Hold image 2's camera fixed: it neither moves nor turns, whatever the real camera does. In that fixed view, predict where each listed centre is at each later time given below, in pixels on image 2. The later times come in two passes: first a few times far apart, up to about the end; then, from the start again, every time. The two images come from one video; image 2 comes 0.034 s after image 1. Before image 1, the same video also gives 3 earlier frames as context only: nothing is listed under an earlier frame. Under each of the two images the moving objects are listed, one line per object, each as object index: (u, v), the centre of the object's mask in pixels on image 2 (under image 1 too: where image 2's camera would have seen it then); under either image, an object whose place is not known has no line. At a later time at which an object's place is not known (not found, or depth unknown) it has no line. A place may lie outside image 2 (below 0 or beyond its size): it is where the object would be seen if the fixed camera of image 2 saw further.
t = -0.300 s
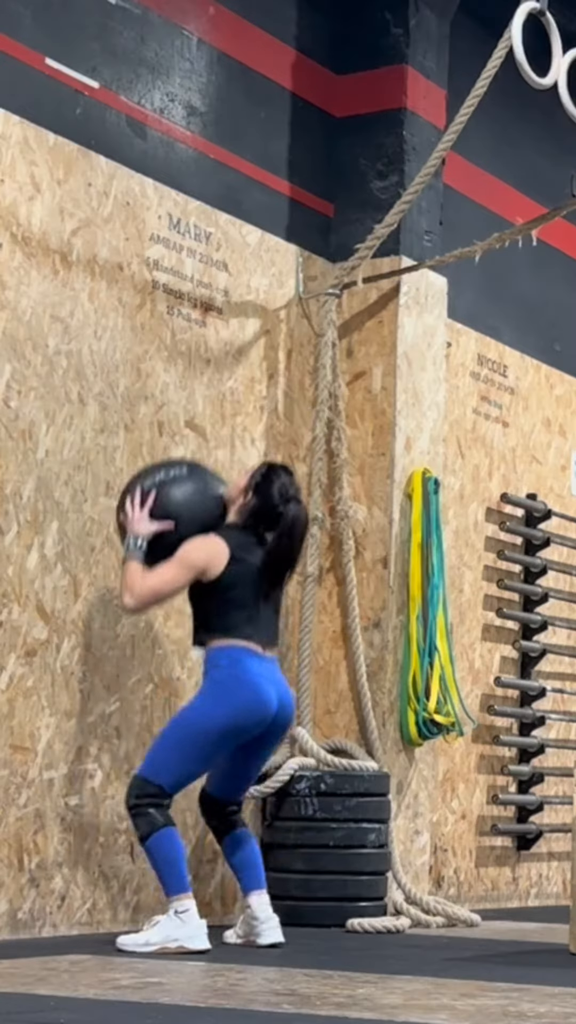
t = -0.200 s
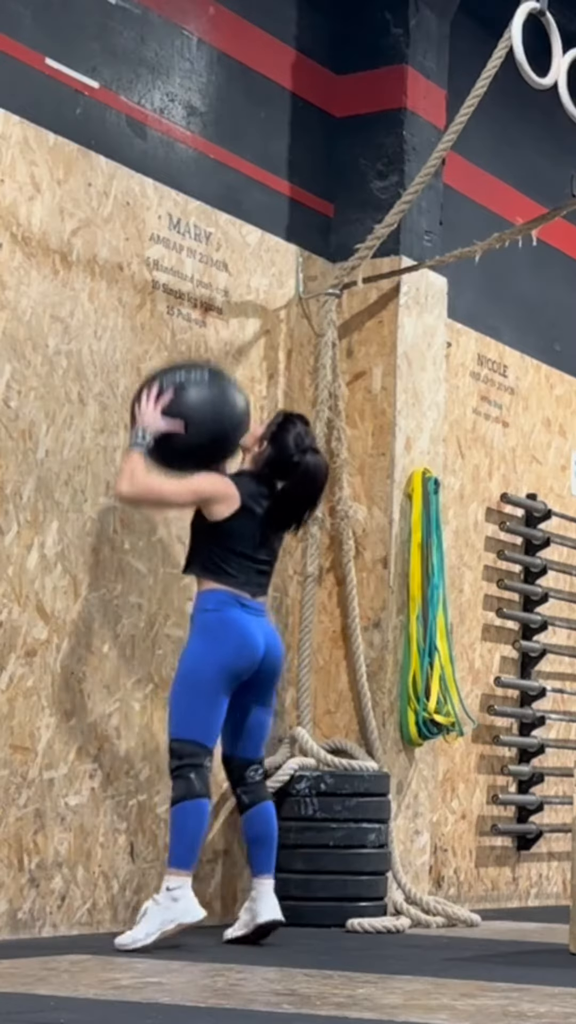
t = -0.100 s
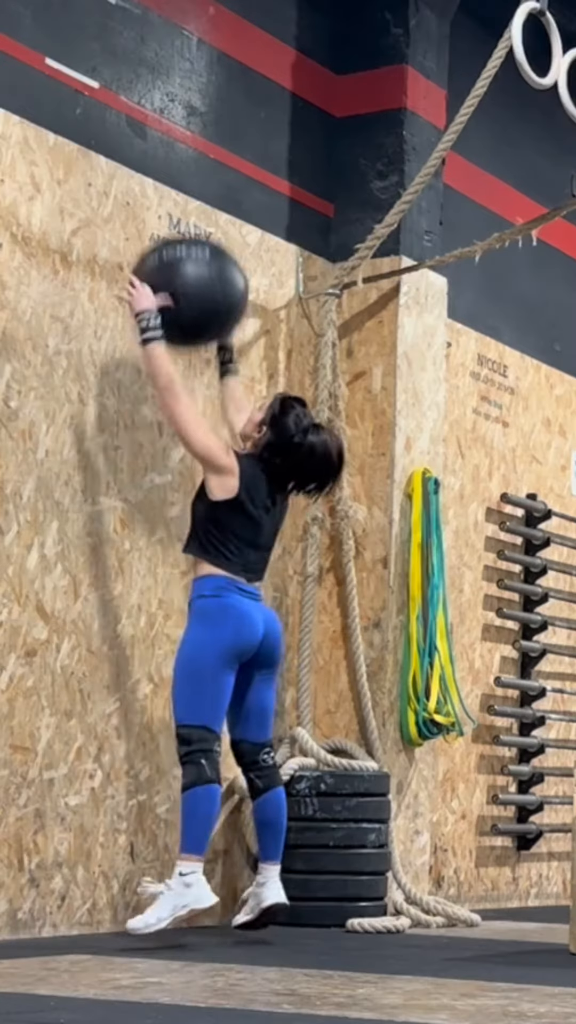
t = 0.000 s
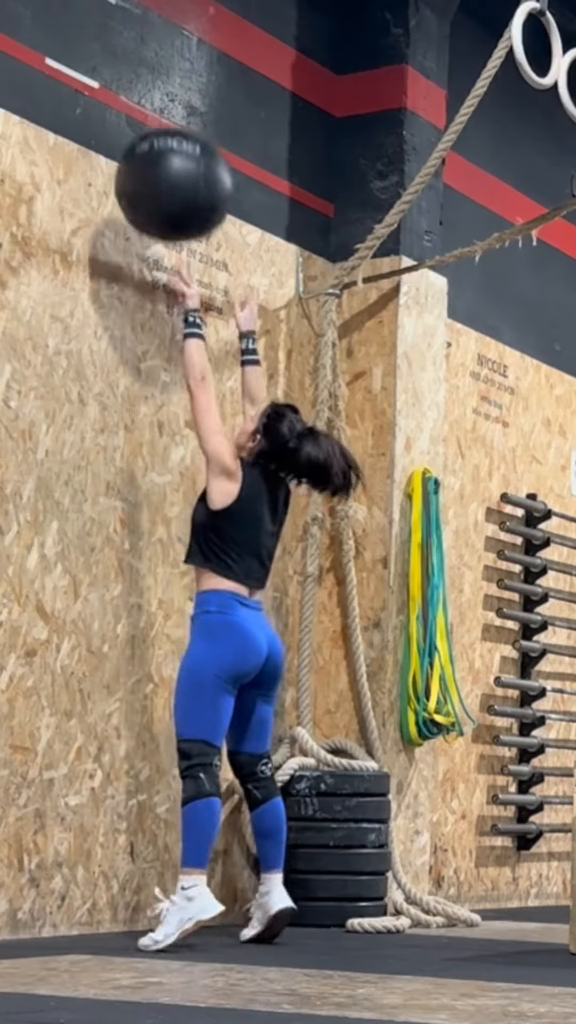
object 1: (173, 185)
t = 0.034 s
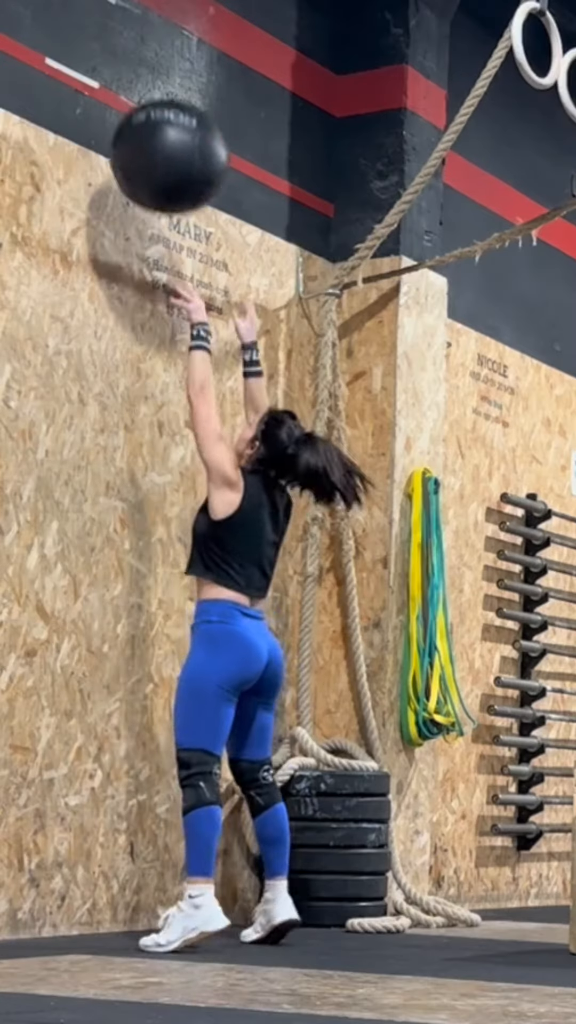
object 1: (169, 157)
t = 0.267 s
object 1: (132, 56)
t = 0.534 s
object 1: (138, 119)
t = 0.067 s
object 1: (164, 132)
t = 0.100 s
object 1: (159, 111)
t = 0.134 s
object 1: (154, 93)
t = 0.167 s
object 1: (149, 78)
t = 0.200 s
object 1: (143, 67)
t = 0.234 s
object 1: (138, 59)
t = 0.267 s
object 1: (132, 56)
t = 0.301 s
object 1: (125, 55)
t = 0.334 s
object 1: (122, 57)
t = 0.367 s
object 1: (122, 60)
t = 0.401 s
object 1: (125, 65)
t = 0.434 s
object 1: (125, 75)
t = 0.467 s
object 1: (133, 85)
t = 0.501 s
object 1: (135, 101)
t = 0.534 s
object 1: (138, 119)
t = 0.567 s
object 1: (140, 142)
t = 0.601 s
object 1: (143, 168)
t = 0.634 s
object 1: (146, 197)
